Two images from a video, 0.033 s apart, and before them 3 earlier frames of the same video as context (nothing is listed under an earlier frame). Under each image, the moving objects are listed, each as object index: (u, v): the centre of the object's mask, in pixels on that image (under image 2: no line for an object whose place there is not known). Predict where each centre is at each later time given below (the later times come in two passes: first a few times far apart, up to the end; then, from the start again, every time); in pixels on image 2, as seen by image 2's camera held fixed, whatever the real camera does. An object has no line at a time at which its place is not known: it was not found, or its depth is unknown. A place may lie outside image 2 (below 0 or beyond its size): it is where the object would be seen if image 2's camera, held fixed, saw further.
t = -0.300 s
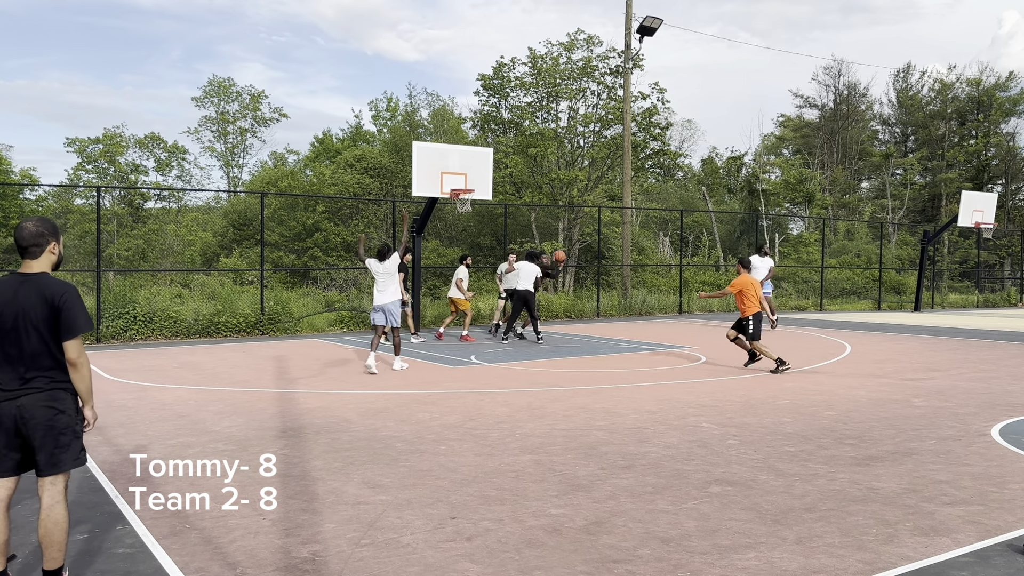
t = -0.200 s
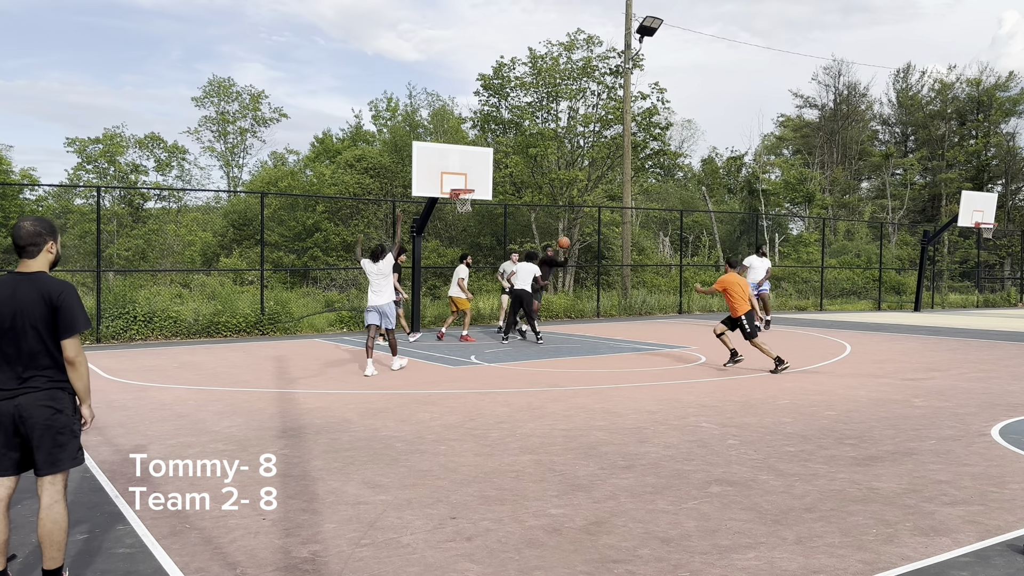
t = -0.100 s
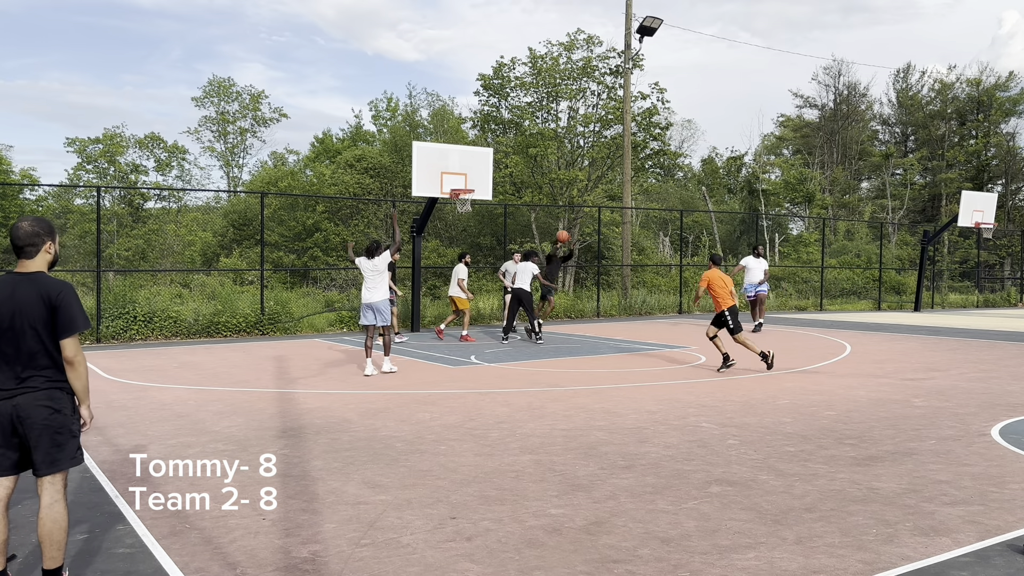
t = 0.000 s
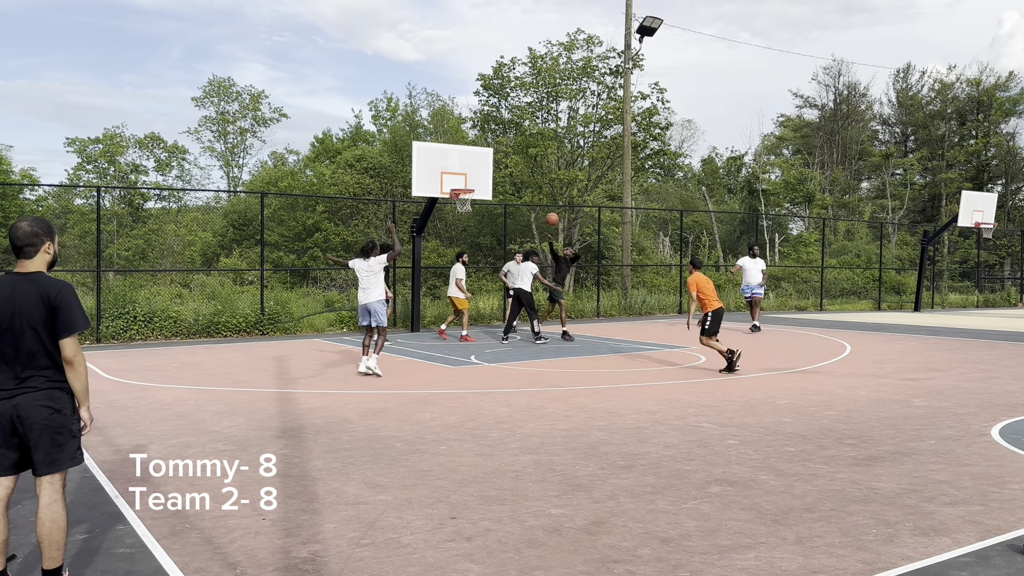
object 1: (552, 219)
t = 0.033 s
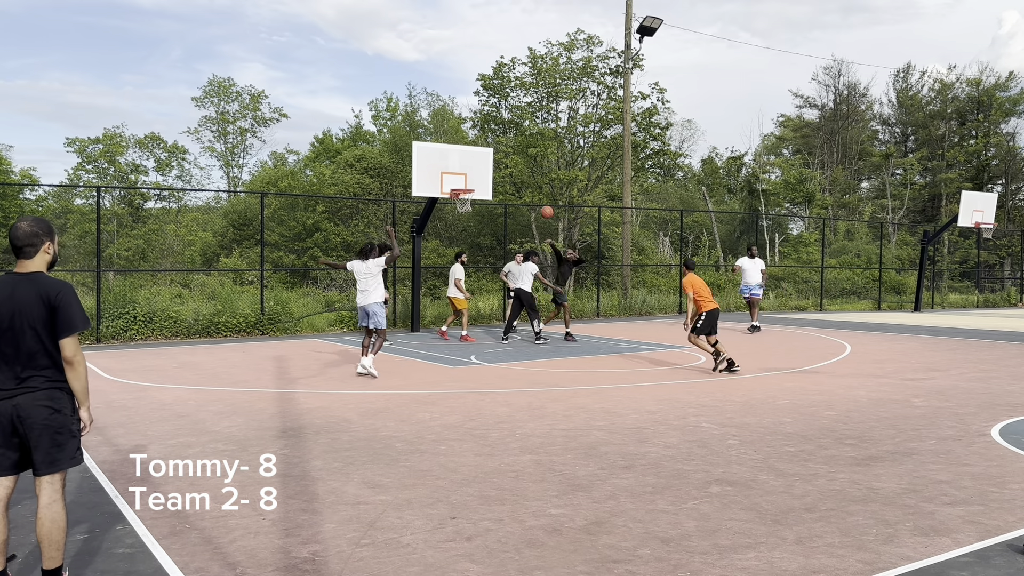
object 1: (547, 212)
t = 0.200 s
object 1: (518, 186)
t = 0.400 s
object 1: (476, 173)
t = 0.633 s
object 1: (419, 188)
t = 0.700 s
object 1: (400, 200)
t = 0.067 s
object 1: (541, 206)
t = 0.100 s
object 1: (535, 200)
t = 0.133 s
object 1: (529, 195)
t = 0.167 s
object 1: (523, 190)
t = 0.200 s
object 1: (518, 186)
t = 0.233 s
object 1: (511, 182)
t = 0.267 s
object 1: (504, 179)
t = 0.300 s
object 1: (498, 177)
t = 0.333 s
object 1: (491, 175)
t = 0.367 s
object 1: (483, 173)
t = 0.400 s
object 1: (476, 173)
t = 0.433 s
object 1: (469, 173)
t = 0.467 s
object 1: (461, 173)
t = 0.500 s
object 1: (453, 175)
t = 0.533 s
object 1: (445, 177)
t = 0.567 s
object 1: (436, 180)
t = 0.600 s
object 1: (428, 184)
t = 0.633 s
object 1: (419, 188)
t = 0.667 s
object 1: (409, 194)
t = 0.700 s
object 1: (400, 200)
